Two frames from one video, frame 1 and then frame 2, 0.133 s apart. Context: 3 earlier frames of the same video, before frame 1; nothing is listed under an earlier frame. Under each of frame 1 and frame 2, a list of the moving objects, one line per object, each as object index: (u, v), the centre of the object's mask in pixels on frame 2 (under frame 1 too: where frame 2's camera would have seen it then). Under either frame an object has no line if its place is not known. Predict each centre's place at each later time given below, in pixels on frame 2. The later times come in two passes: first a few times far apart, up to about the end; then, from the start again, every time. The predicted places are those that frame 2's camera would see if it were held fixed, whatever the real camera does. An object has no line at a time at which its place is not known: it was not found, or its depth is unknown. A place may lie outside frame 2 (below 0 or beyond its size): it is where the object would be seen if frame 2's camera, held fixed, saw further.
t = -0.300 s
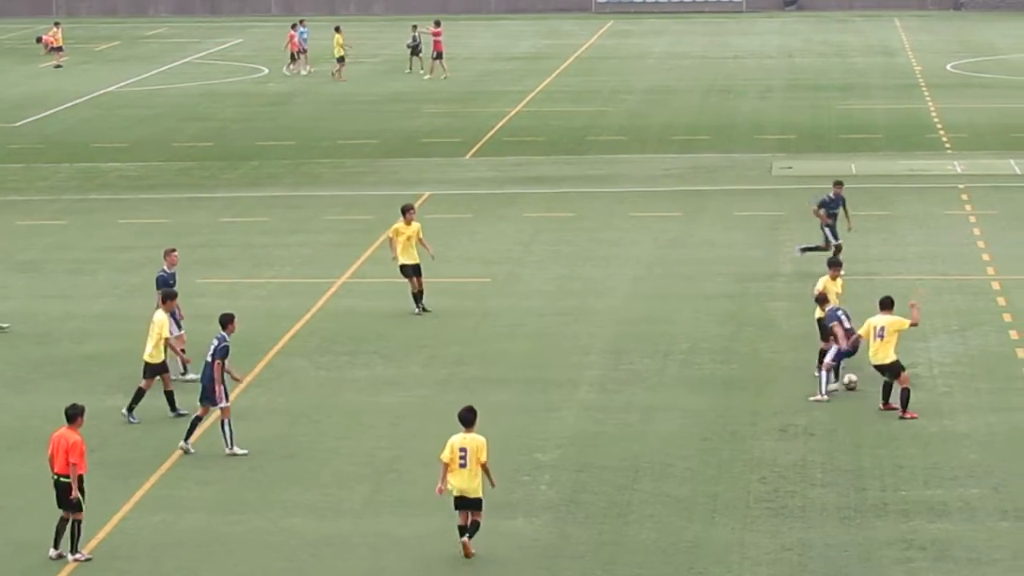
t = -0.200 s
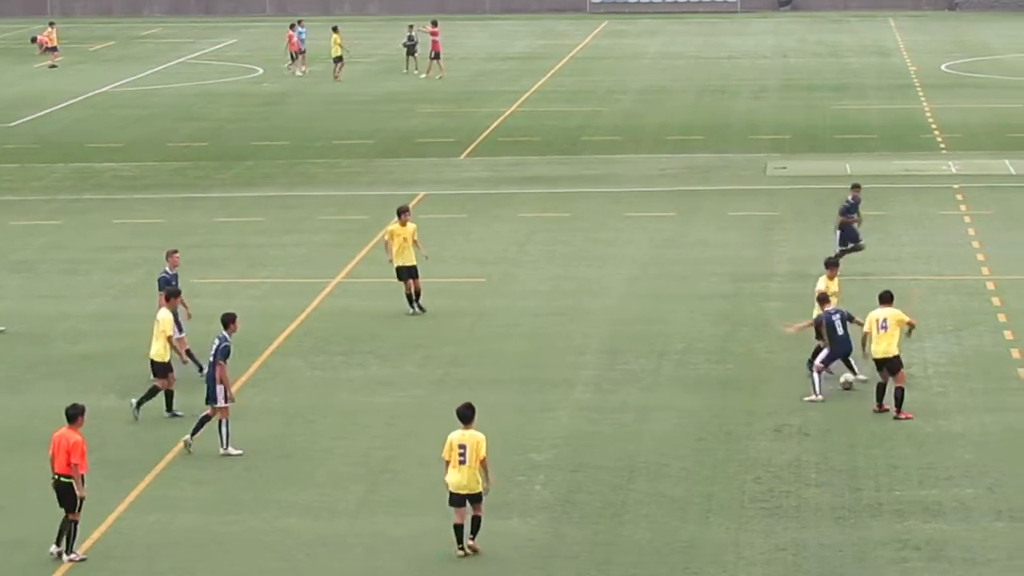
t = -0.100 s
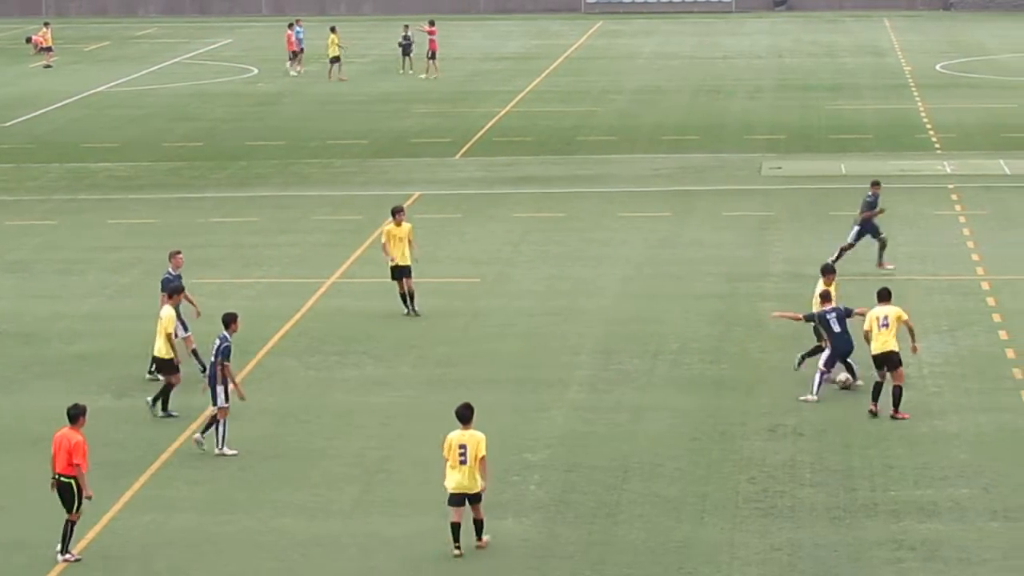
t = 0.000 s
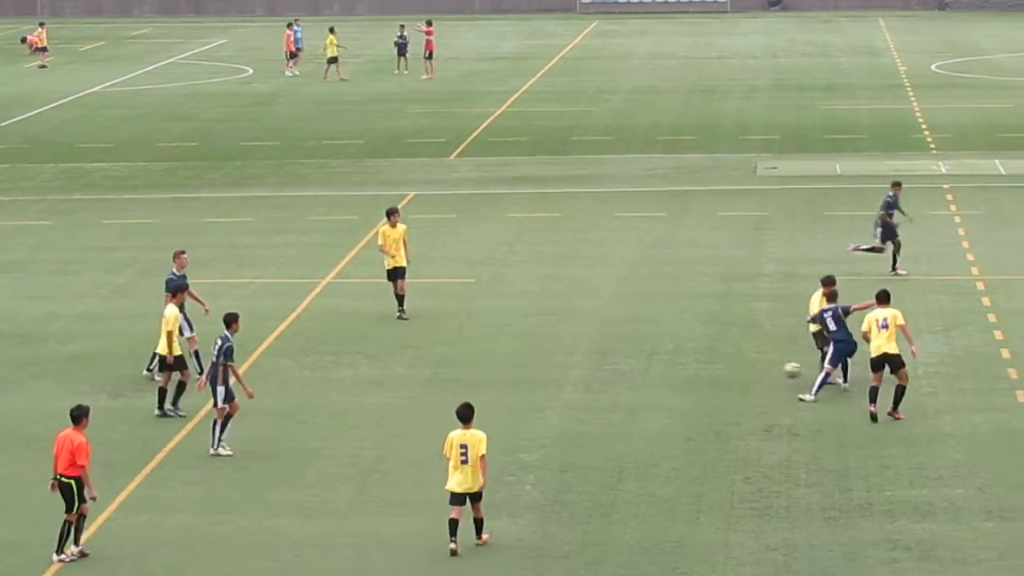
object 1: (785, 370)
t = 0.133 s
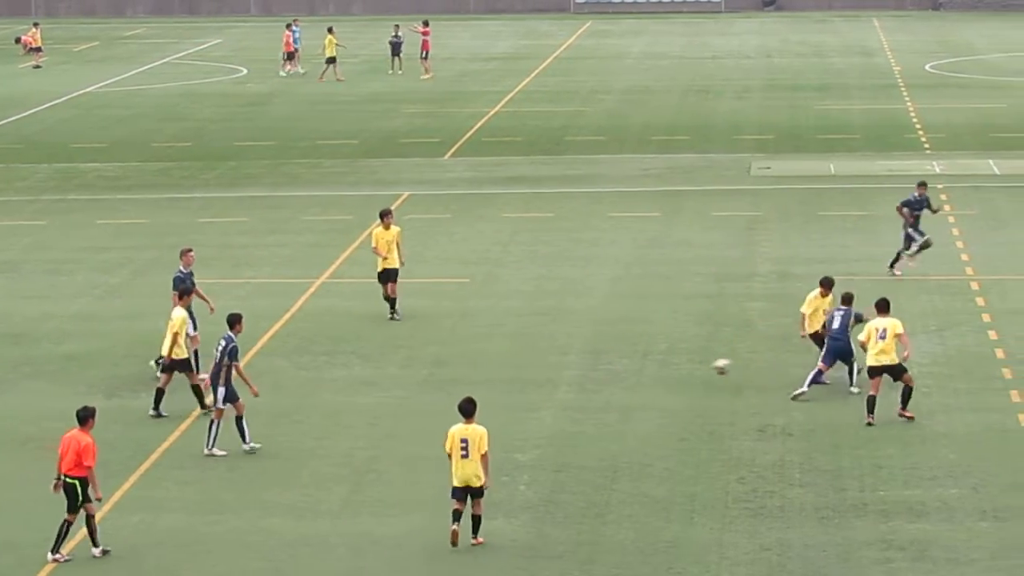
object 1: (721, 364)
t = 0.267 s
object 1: (657, 373)
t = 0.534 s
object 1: (570, 369)
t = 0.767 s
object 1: (513, 370)
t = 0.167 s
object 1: (706, 366)
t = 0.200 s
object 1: (689, 367)
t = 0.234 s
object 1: (674, 369)
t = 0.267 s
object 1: (657, 373)
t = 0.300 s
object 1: (643, 376)
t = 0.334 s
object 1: (632, 374)
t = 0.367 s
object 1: (621, 370)
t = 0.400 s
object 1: (611, 368)
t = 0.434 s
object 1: (601, 367)
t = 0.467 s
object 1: (591, 366)
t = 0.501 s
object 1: (580, 368)
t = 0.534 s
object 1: (570, 369)
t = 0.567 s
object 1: (559, 371)
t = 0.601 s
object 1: (549, 373)
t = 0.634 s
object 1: (540, 375)
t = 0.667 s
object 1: (533, 372)
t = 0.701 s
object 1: (526, 371)
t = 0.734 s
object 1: (519, 370)
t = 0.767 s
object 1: (513, 370)
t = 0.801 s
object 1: (506, 370)
